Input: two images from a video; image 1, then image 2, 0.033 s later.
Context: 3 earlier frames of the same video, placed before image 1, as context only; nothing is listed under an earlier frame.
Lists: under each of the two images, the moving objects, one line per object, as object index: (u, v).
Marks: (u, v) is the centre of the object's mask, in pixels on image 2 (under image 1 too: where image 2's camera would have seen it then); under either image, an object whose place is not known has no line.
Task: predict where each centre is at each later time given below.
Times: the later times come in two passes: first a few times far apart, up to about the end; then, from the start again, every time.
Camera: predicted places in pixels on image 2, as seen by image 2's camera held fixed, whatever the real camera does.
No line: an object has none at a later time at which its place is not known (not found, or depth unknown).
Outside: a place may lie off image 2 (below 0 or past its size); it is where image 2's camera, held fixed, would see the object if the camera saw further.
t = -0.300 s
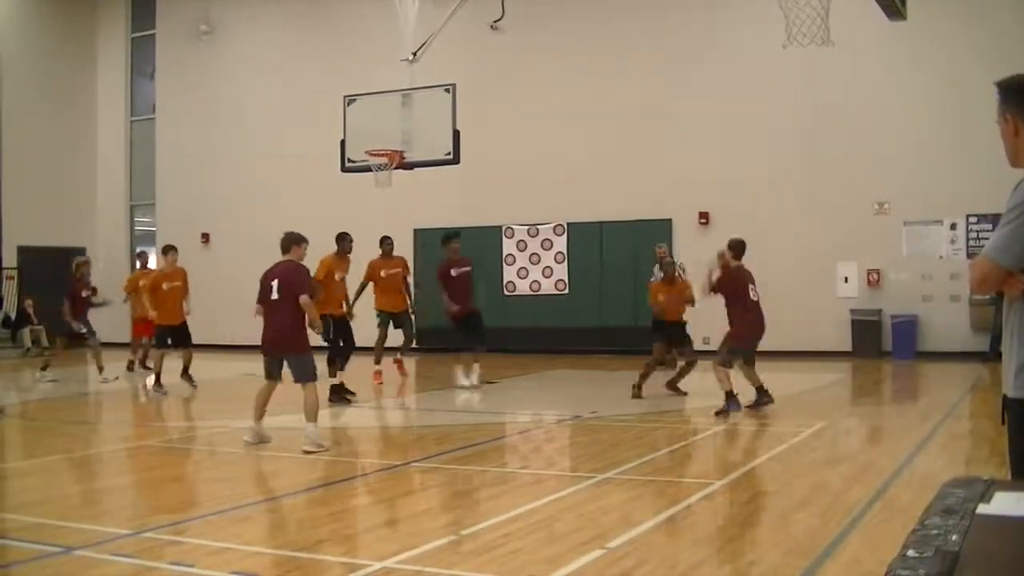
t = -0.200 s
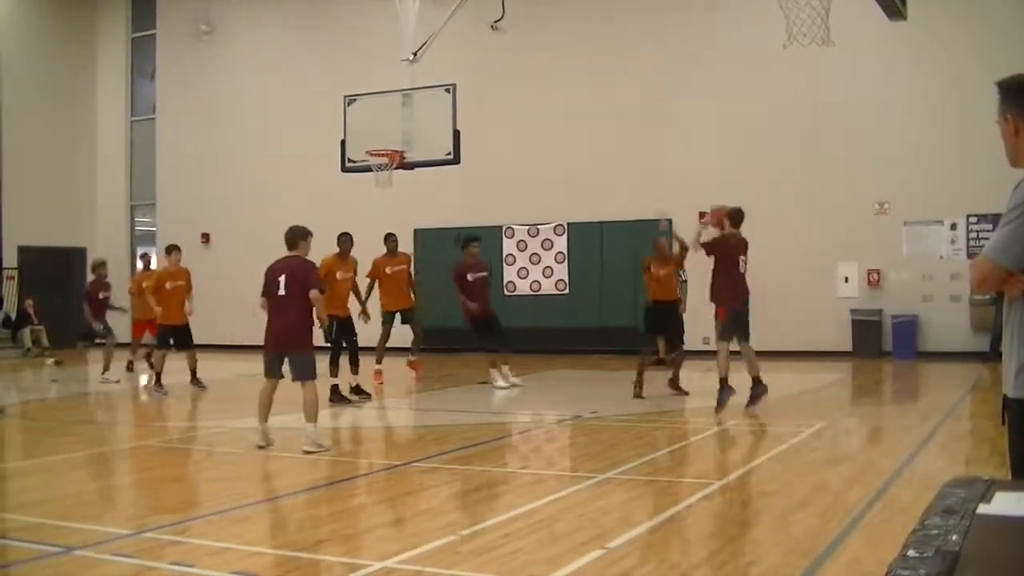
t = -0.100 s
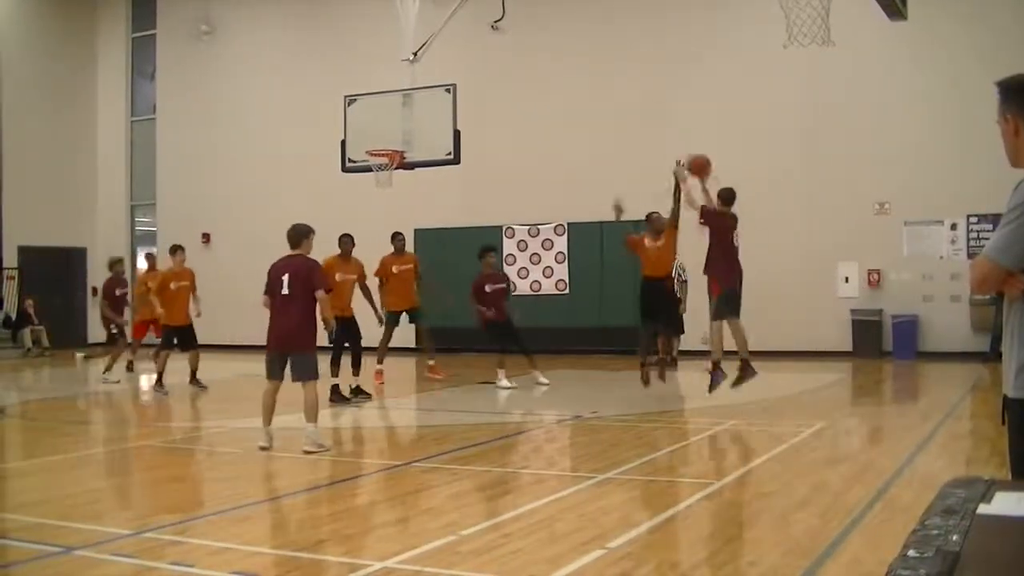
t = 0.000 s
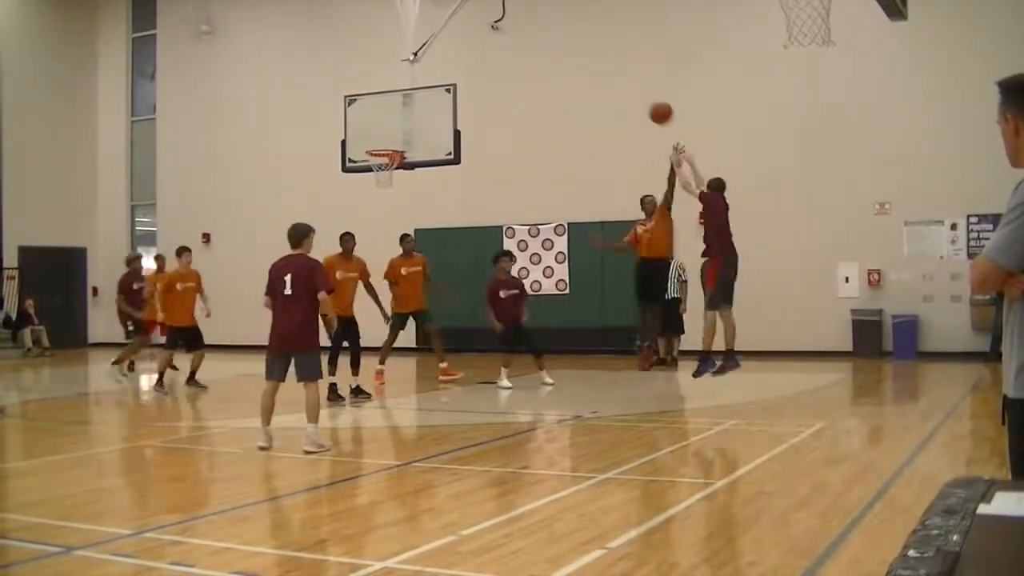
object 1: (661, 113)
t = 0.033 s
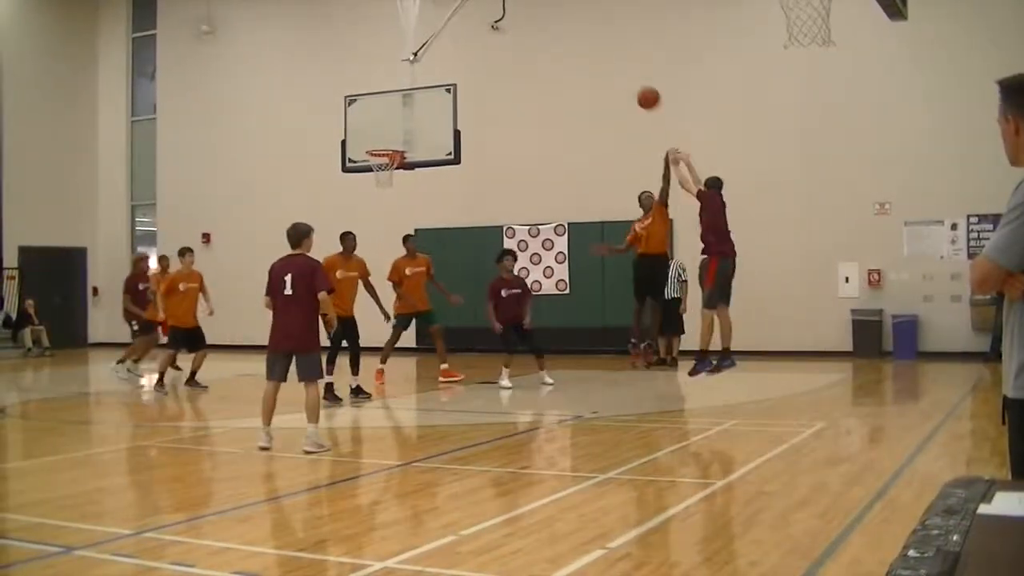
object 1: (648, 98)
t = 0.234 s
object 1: (580, 41)
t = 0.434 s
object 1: (523, 24)
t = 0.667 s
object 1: (466, 45)
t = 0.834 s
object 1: (430, 82)
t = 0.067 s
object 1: (636, 85)
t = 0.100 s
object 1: (624, 74)
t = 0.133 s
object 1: (613, 64)
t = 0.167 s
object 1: (602, 55)
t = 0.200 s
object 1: (591, 47)
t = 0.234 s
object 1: (580, 41)
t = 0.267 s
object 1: (570, 36)
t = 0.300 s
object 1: (560, 31)
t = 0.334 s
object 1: (551, 28)
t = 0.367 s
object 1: (541, 26)
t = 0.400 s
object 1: (532, 24)
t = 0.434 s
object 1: (523, 24)
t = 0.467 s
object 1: (515, 24)
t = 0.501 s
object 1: (506, 26)
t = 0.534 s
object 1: (497, 28)
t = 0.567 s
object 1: (489, 31)
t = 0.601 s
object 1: (481, 35)
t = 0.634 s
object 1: (474, 39)
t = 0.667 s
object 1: (466, 45)
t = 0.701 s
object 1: (459, 51)
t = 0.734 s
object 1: (451, 58)
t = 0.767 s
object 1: (444, 65)
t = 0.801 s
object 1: (437, 73)
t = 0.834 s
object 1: (430, 82)
